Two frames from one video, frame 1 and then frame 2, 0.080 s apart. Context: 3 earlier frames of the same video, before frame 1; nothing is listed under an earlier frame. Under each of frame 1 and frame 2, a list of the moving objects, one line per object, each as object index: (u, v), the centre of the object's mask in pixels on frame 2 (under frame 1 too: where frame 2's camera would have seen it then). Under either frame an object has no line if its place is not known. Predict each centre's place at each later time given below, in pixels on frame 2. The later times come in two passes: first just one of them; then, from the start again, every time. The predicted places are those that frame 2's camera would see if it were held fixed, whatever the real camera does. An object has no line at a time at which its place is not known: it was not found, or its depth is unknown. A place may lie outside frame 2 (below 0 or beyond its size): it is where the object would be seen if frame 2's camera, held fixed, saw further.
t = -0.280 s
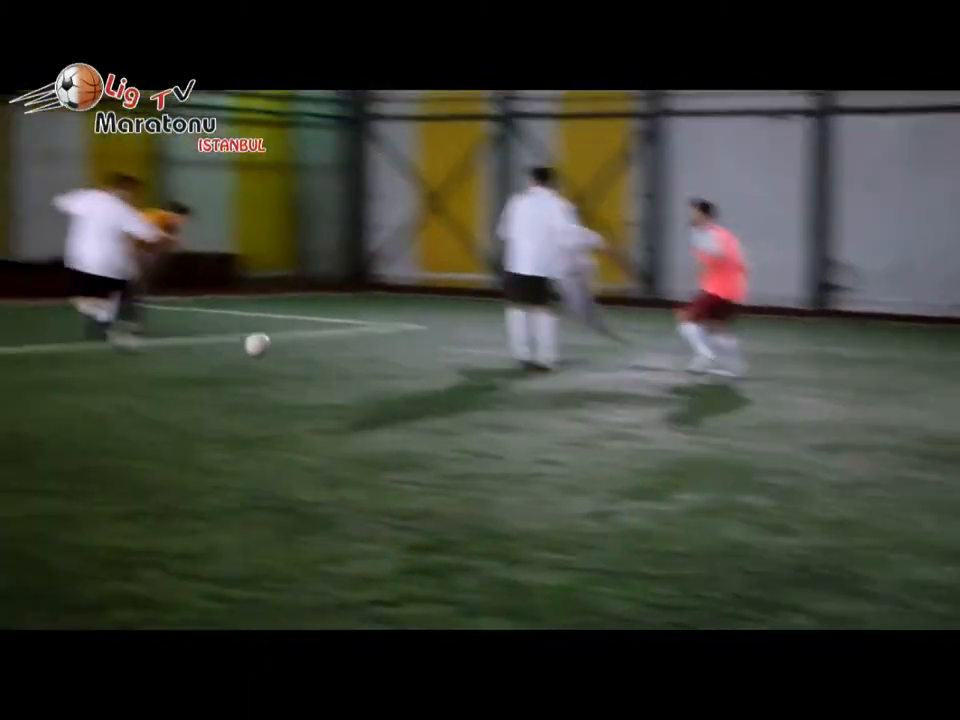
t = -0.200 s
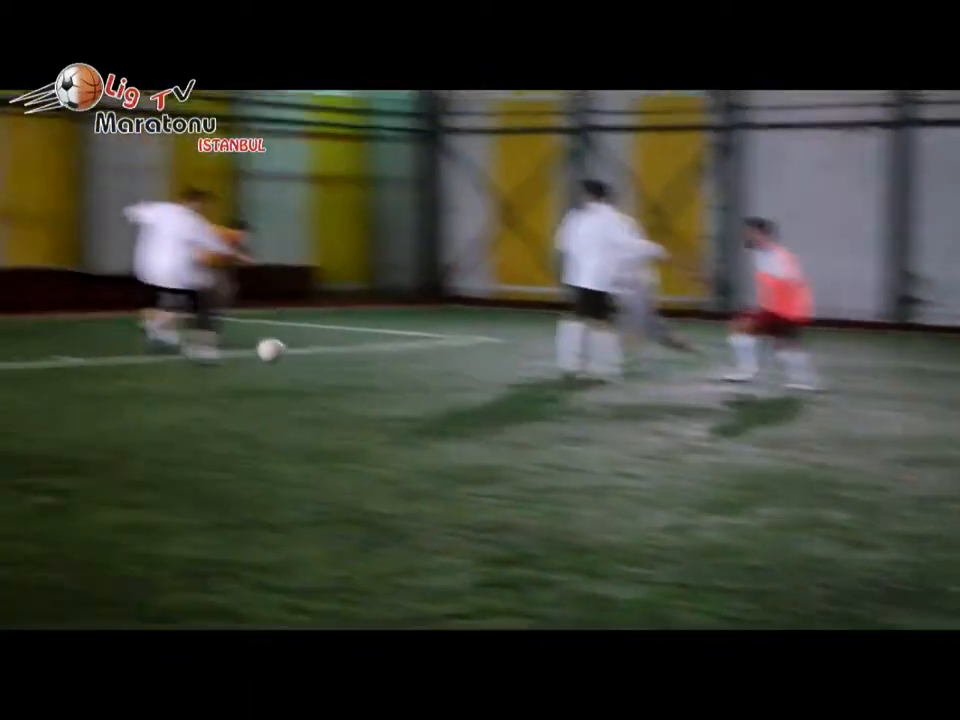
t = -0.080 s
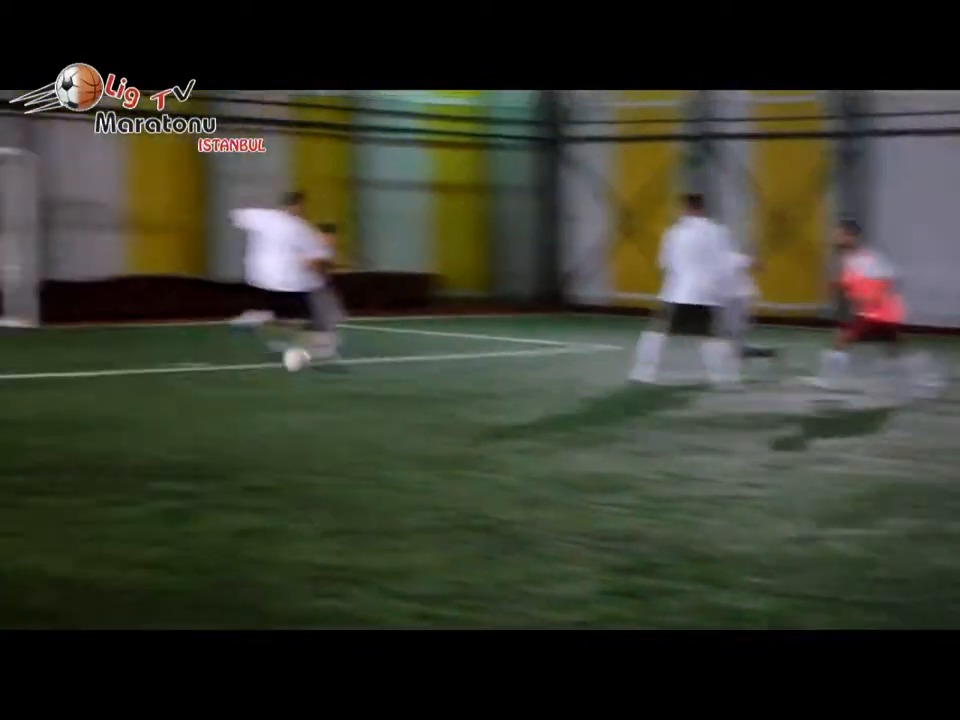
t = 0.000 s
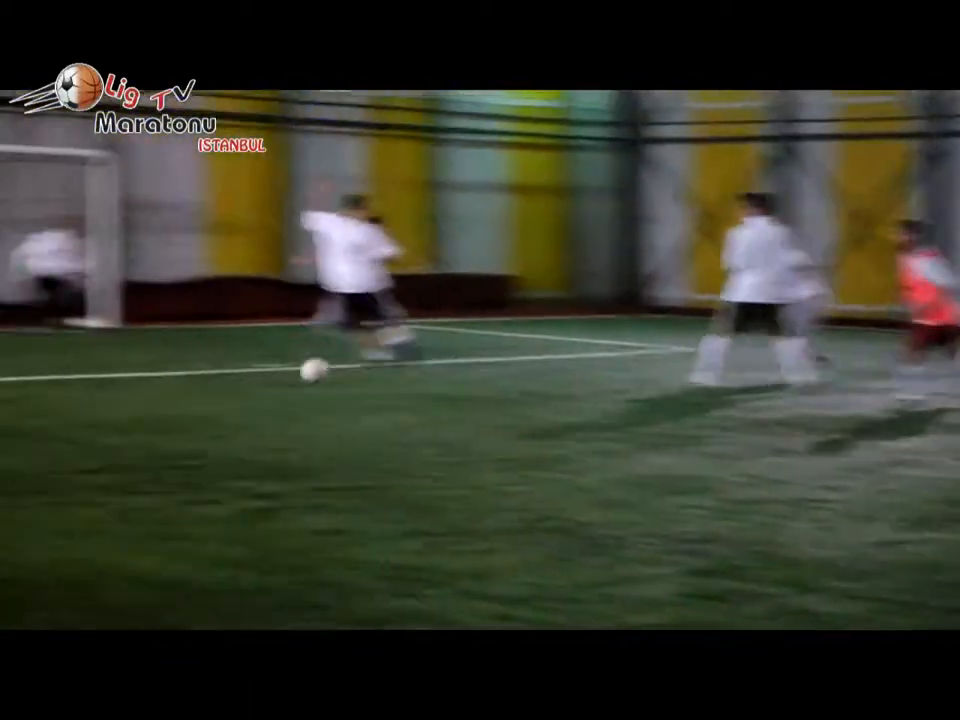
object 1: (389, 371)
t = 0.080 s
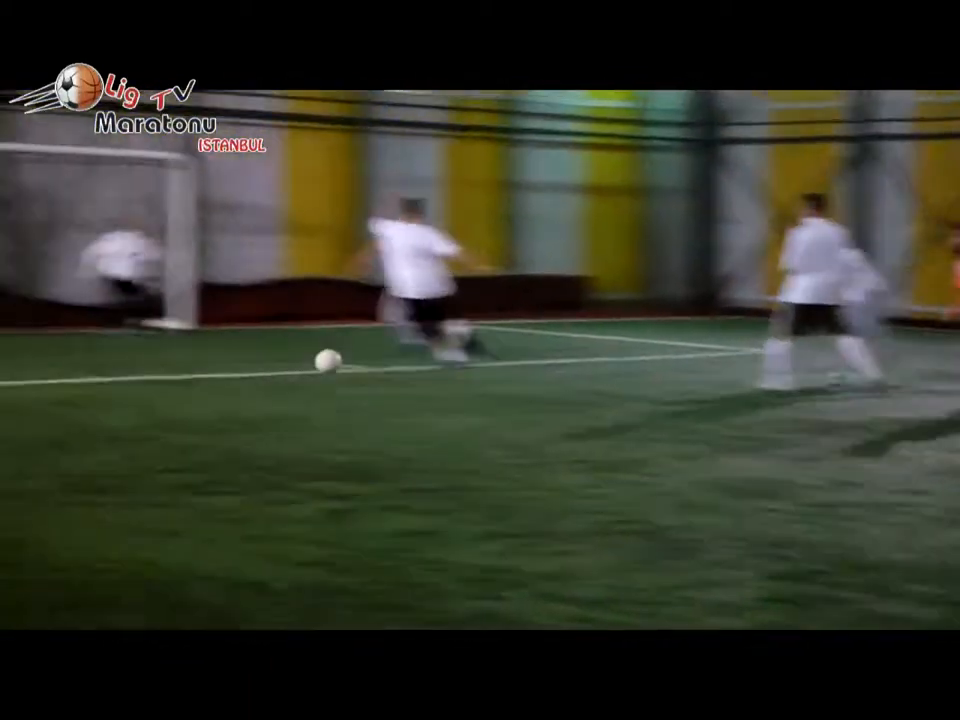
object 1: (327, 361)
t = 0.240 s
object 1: (208, 358)
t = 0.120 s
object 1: (298, 357)
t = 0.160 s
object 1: (268, 356)
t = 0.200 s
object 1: (239, 356)
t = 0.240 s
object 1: (208, 358)
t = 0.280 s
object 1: (179, 362)
